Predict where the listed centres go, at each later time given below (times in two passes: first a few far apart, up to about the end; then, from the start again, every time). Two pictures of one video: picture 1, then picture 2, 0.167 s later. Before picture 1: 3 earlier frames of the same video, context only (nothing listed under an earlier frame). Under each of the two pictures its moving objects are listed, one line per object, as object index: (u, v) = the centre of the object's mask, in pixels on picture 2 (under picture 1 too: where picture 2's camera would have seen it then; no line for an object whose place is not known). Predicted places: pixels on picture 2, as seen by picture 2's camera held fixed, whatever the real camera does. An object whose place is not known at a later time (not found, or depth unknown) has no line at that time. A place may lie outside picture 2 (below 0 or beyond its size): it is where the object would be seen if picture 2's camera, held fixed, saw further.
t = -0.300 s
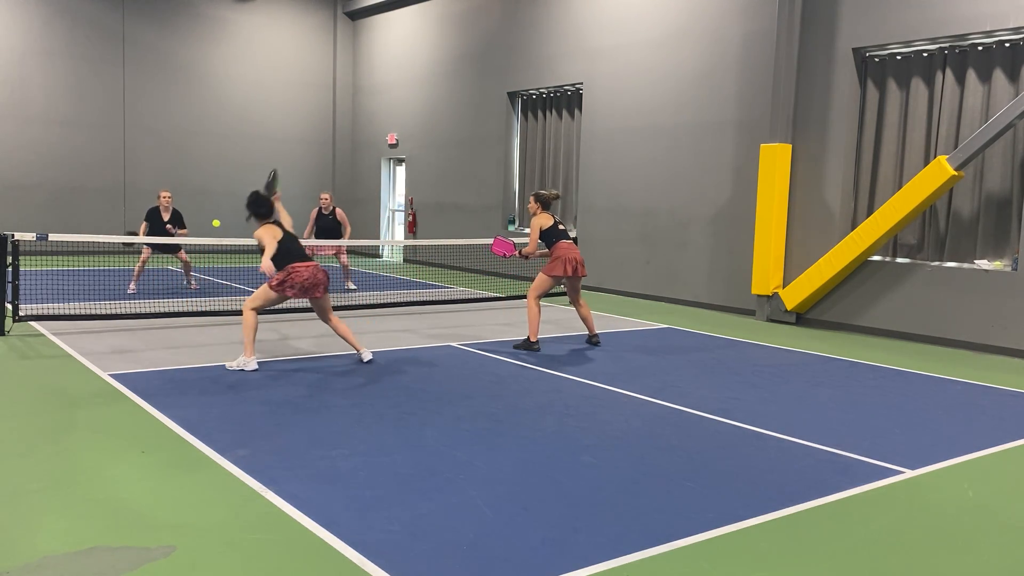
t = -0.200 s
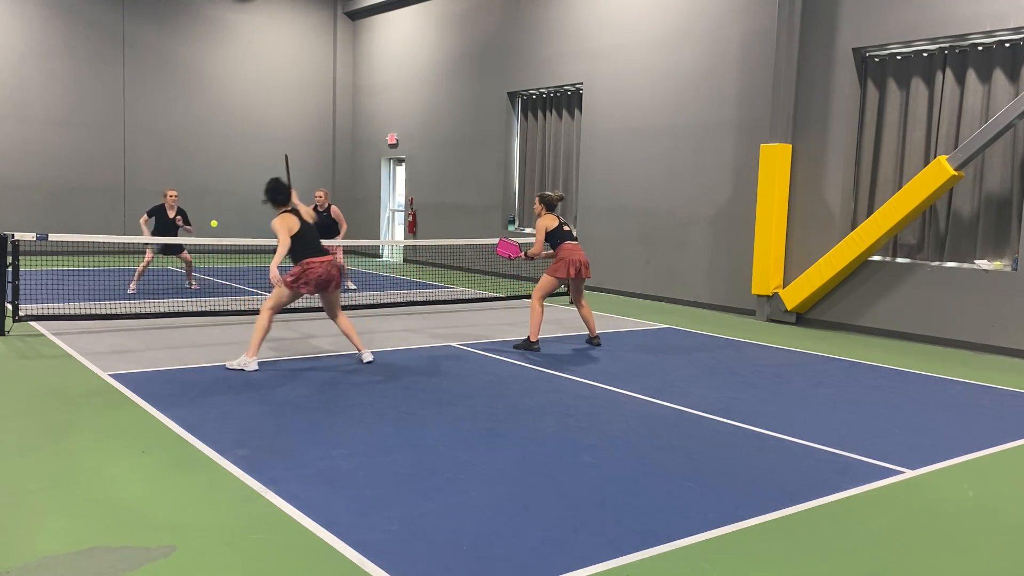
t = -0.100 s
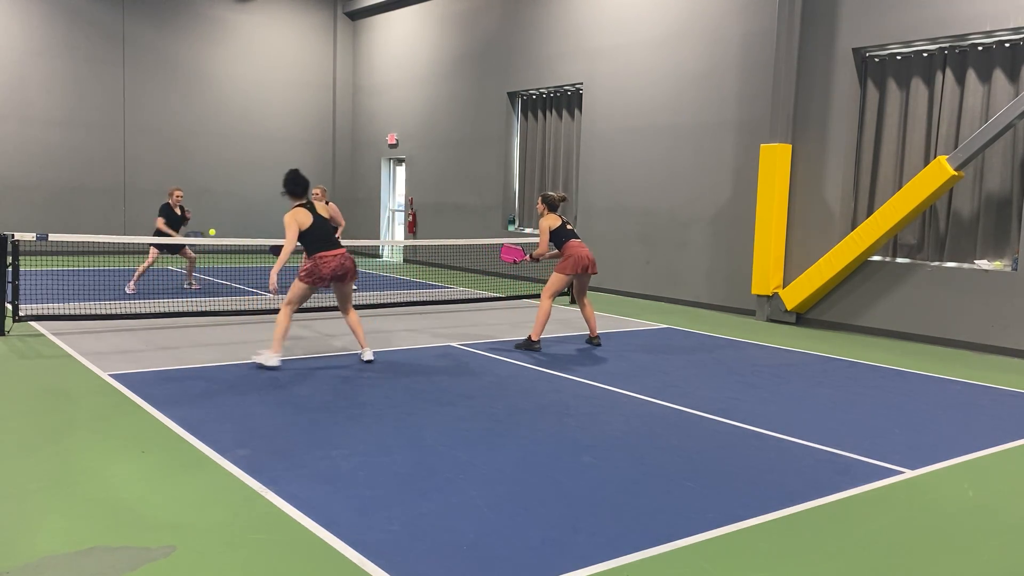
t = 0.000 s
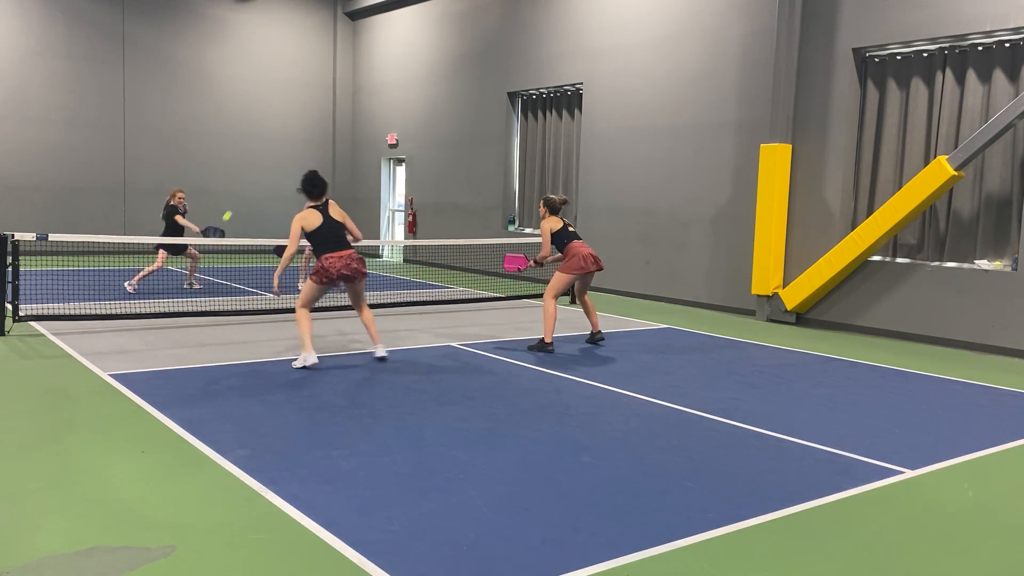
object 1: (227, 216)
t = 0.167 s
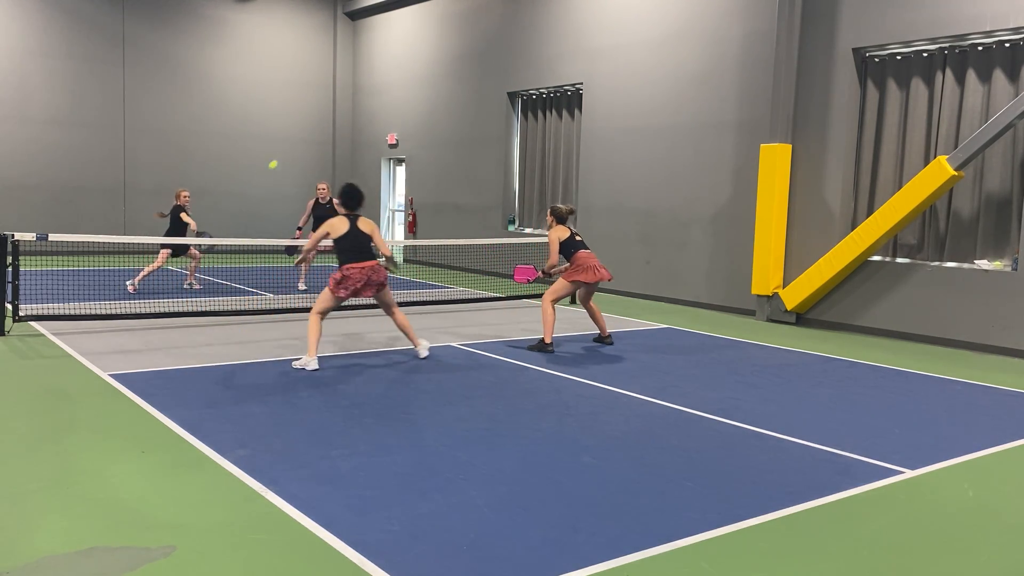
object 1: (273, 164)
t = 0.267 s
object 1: (301, 142)
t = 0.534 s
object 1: (380, 120)
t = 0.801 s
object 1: (463, 157)
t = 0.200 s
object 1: (282, 156)
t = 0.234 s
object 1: (292, 149)
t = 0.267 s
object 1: (301, 142)
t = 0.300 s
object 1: (311, 136)
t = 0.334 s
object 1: (321, 132)
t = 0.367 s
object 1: (330, 127)
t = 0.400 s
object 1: (340, 124)
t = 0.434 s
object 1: (349, 121)
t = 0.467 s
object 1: (360, 120)
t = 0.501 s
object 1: (370, 120)
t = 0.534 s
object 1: (380, 120)
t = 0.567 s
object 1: (390, 121)
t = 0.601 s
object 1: (400, 123)
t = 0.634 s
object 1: (411, 126)
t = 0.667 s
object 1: (421, 131)
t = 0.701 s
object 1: (431, 136)
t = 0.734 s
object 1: (442, 142)
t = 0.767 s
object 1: (453, 149)
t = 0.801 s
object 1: (463, 157)
